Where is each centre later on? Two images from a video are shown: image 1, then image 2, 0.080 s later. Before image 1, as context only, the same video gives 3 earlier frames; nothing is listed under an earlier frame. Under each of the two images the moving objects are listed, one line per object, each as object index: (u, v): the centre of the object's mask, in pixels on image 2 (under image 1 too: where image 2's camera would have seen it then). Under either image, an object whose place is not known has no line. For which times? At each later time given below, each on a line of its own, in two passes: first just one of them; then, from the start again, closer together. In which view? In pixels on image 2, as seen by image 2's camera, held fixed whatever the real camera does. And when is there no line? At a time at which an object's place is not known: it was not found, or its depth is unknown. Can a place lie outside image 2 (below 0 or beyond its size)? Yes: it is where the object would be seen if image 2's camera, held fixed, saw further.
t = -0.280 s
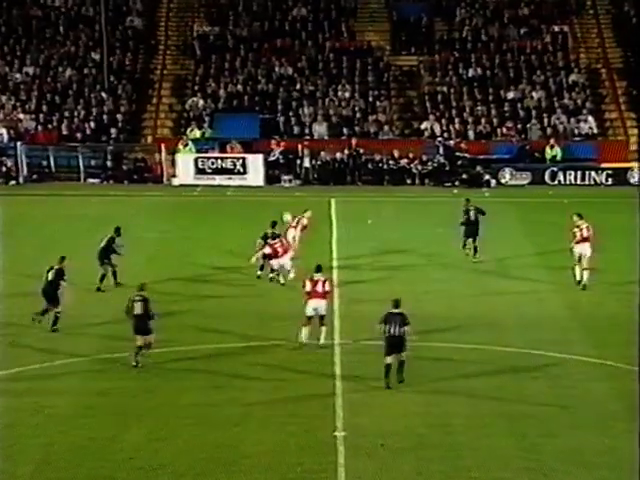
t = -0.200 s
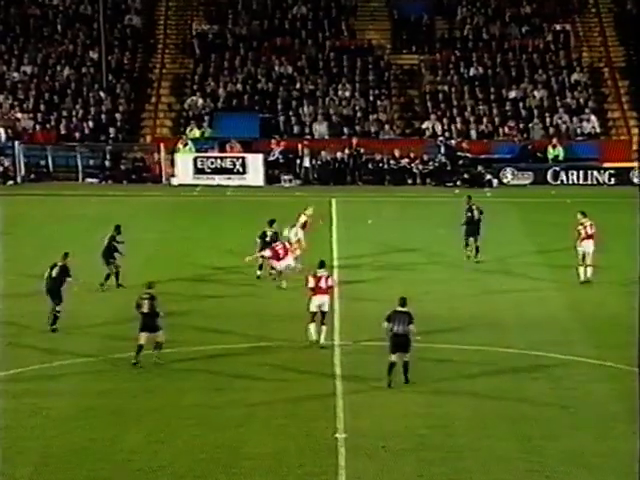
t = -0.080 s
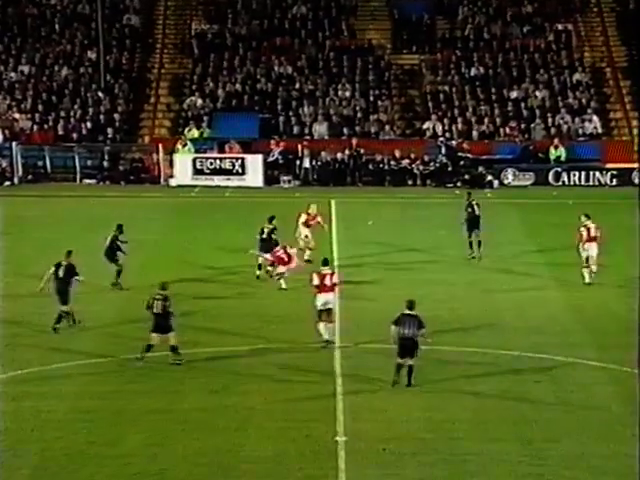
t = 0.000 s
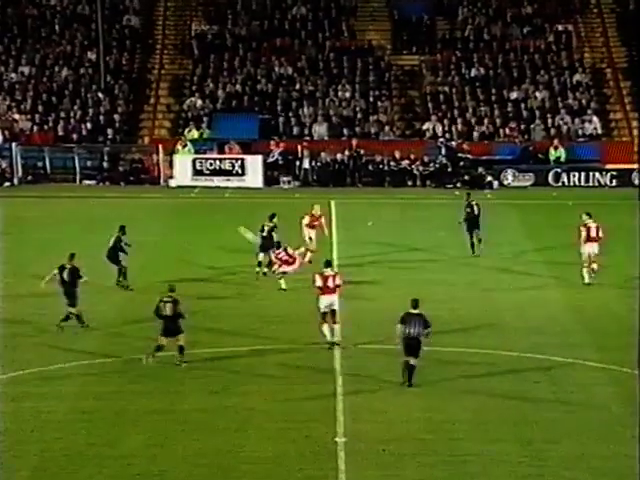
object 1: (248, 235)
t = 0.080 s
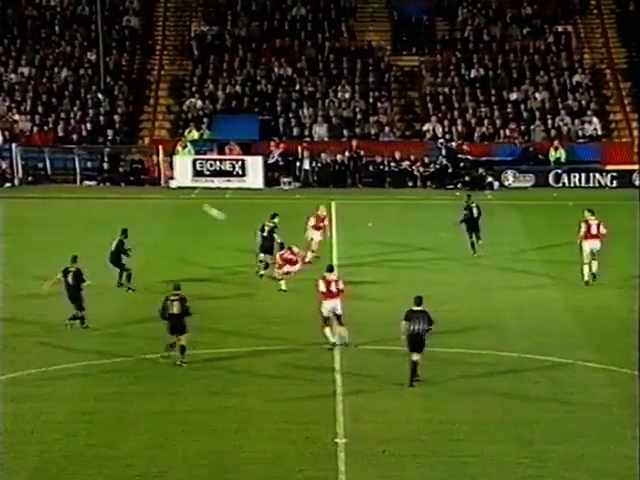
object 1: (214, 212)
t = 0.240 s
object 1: (147, 171)
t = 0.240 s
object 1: (147, 171)
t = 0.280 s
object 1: (132, 162)
